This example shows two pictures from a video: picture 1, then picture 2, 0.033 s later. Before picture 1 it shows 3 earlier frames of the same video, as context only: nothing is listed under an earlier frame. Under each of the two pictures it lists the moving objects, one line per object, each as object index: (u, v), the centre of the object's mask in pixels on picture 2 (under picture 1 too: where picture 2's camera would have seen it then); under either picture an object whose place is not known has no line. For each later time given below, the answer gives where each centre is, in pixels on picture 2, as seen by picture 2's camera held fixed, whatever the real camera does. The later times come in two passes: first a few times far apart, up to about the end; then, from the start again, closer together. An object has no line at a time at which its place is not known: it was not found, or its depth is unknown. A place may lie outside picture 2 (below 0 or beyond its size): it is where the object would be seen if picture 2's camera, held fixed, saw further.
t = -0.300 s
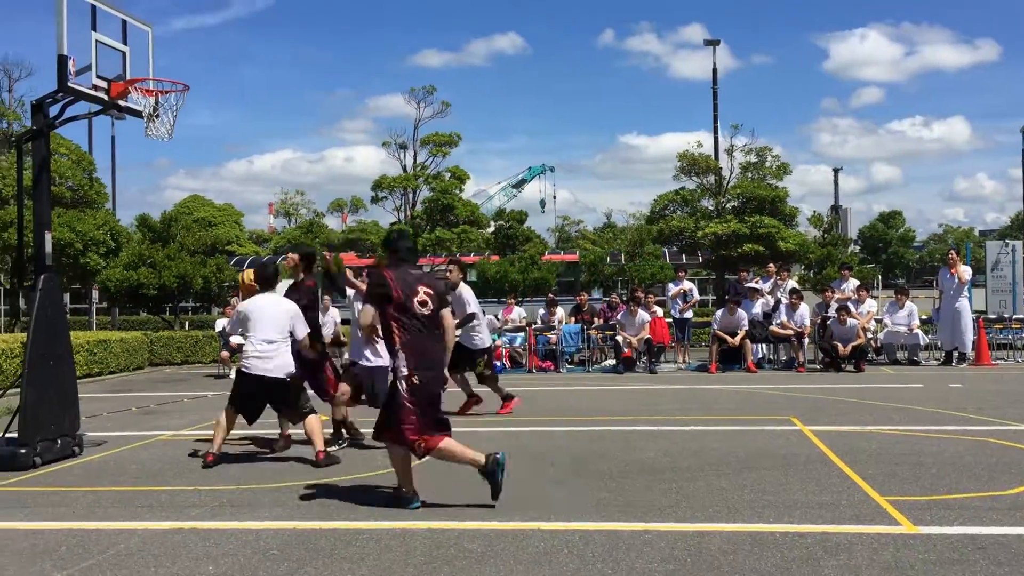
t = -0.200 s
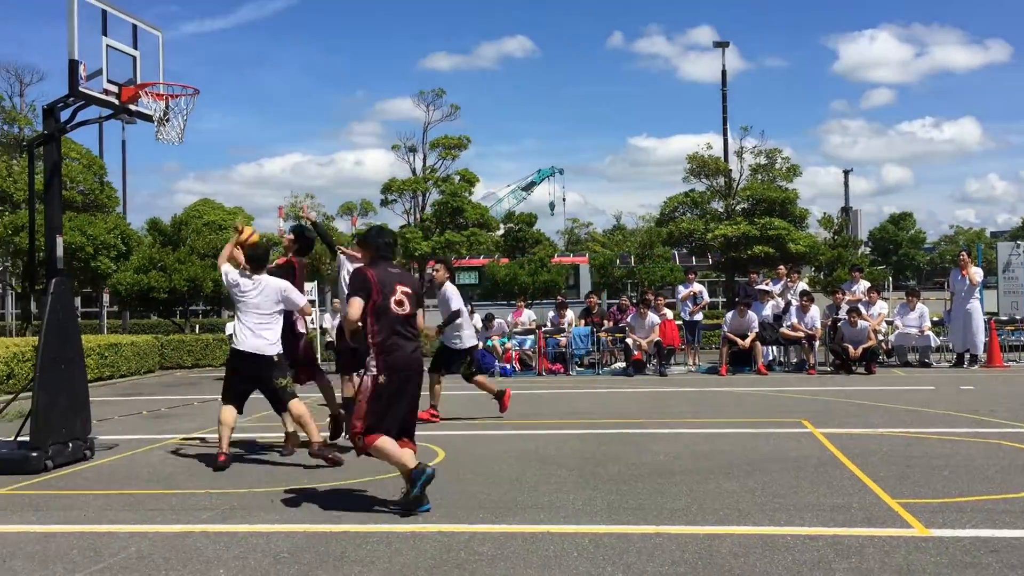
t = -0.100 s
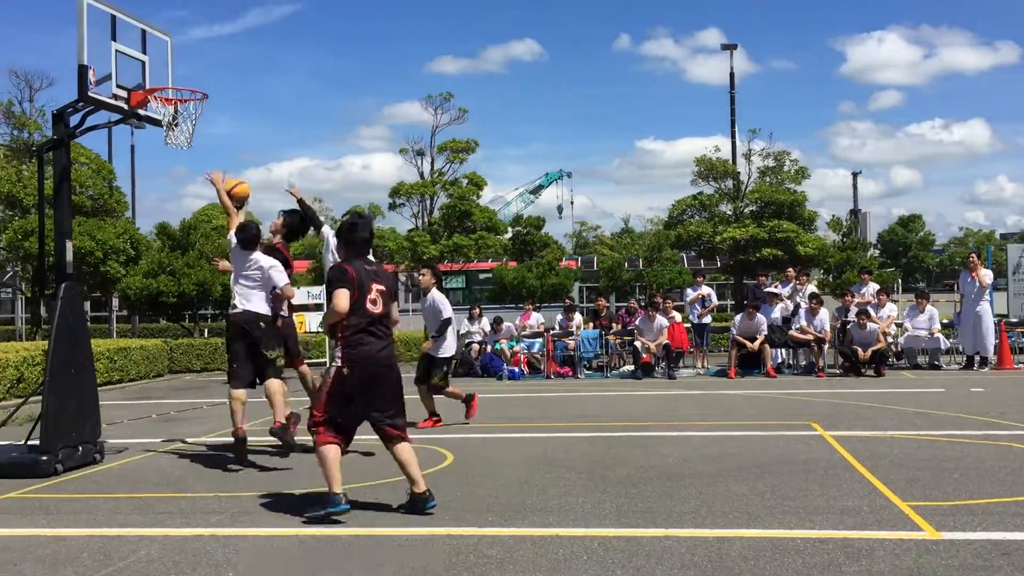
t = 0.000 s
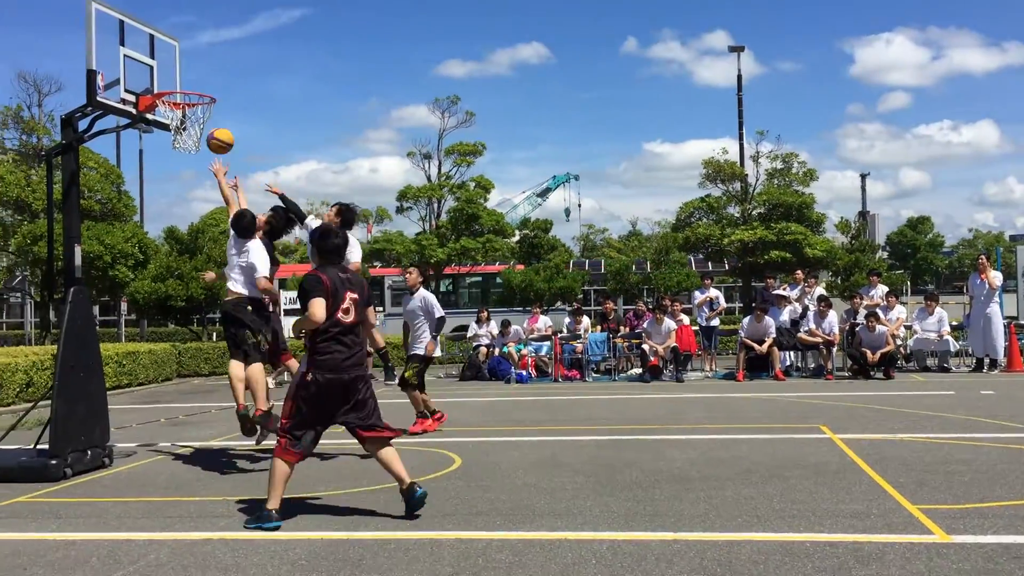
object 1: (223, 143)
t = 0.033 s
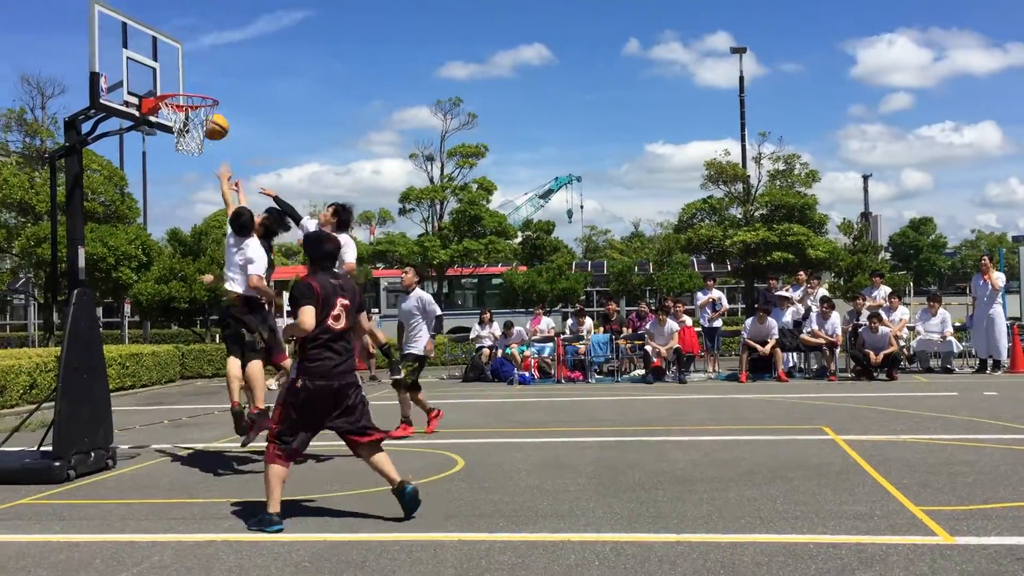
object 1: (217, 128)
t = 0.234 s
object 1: (189, 64)
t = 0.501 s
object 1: (207, 66)
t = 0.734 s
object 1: (187, 104)
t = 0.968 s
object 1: (189, 141)
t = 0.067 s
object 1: (208, 112)
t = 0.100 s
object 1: (198, 97)
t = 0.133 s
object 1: (191, 84)
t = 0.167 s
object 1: (185, 76)
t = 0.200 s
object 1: (188, 70)
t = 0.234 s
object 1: (189, 64)
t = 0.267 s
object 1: (192, 60)
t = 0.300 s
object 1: (194, 57)
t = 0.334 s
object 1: (196, 56)
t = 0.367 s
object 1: (198, 55)
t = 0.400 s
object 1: (200, 56)
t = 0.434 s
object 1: (202, 58)
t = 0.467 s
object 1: (204, 61)
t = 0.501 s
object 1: (207, 66)
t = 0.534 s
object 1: (209, 72)
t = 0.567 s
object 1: (211, 80)
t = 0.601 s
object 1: (214, 88)
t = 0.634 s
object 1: (211, 91)
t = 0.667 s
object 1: (203, 96)
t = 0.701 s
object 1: (195, 99)
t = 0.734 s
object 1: (187, 104)
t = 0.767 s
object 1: (181, 111)
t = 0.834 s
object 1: (177, 122)
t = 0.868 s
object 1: (179, 127)
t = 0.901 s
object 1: (183, 132)
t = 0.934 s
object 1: (187, 137)
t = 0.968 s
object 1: (189, 141)
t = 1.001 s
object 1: (192, 148)
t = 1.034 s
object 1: (195, 155)
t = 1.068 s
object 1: (198, 164)
